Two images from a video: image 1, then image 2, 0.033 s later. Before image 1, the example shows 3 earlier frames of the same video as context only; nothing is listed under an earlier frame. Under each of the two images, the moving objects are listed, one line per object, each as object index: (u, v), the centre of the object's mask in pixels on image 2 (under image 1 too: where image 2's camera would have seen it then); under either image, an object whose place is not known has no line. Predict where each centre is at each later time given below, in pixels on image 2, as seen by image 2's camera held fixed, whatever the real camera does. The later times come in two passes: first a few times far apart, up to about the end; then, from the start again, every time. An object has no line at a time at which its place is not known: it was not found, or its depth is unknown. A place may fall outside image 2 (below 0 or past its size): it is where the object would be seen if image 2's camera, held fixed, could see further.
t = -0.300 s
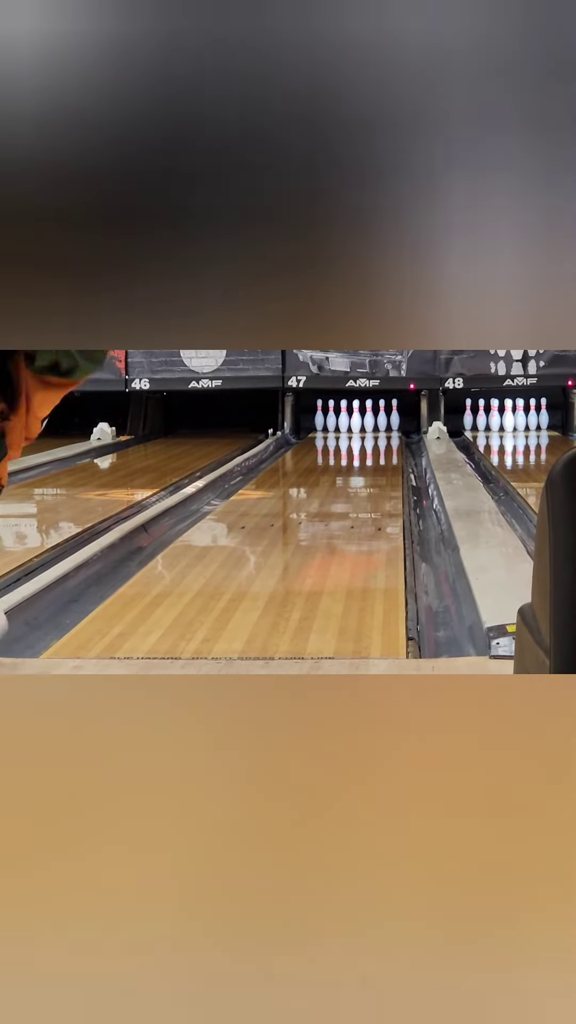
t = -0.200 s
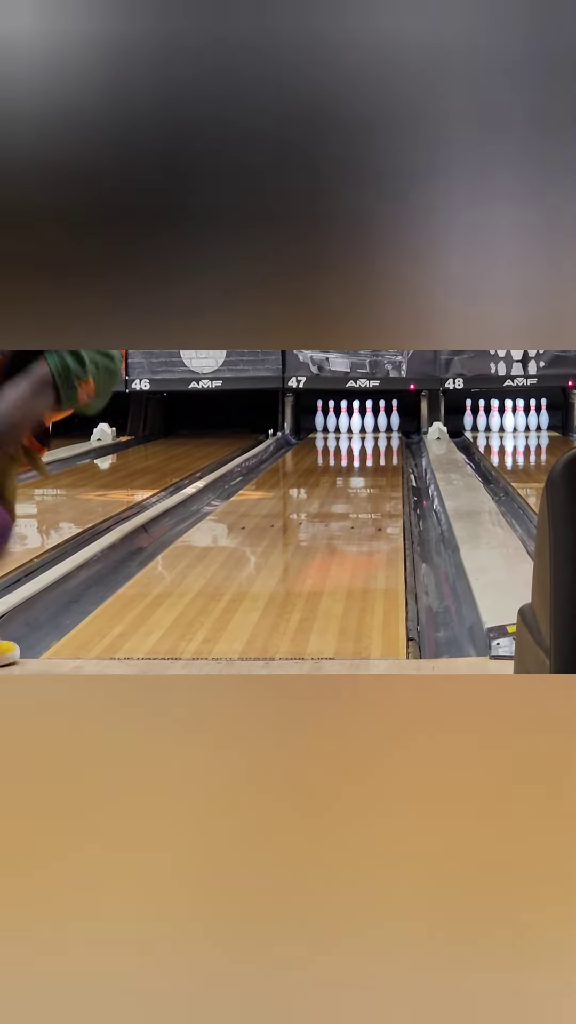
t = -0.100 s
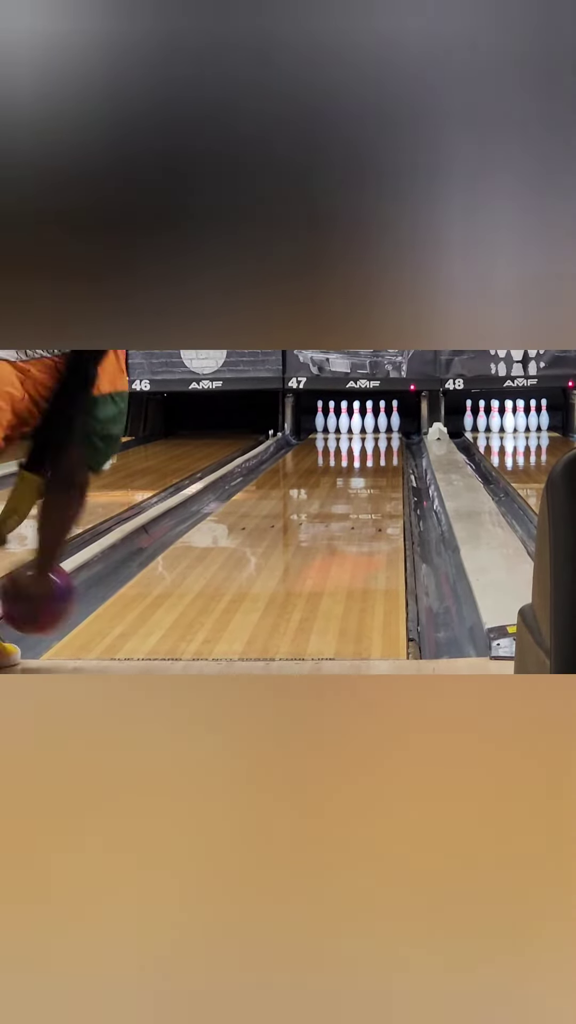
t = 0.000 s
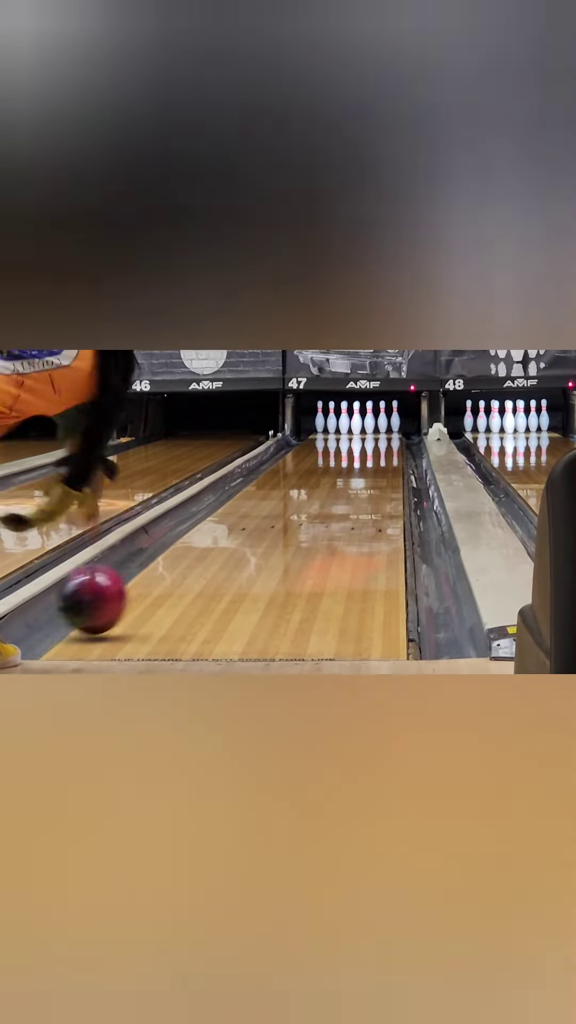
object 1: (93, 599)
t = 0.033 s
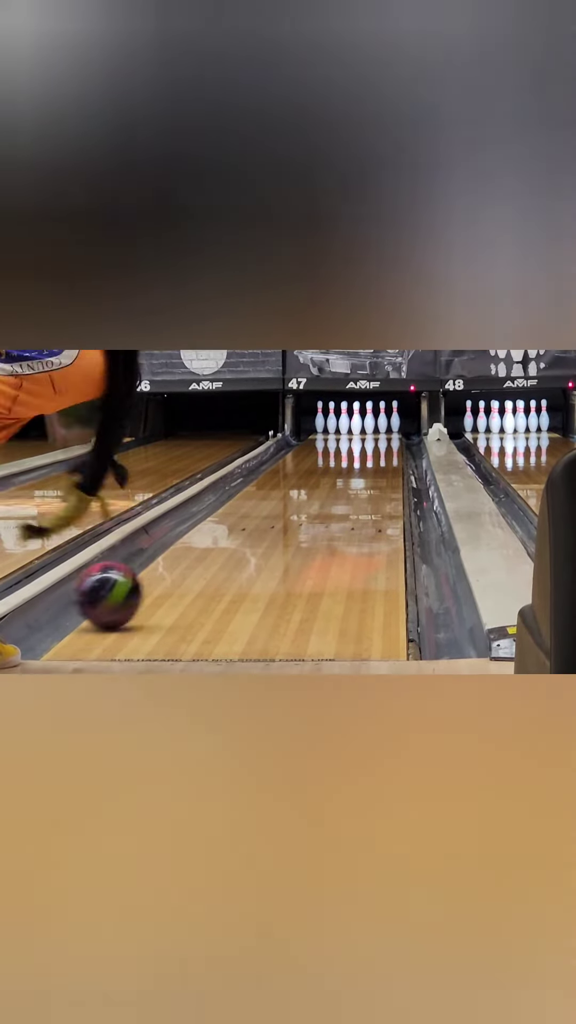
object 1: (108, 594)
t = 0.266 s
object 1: (196, 549)
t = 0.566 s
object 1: (266, 512)
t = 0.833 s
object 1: (308, 491)
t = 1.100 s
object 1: (337, 473)
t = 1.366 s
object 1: (360, 461)
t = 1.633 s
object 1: (375, 451)
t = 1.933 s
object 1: (388, 442)
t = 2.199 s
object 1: (390, 435)
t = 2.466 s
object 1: (382, 431)
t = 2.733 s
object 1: (368, 427)
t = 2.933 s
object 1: (364, 424)
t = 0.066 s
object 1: (123, 587)
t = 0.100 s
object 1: (138, 580)
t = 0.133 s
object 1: (152, 573)
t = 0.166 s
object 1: (164, 567)
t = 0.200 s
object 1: (175, 560)
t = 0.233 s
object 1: (186, 555)
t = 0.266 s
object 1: (196, 549)
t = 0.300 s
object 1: (205, 544)
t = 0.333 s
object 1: (215, 539)
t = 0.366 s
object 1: (223, 534)
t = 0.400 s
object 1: (231, 530)
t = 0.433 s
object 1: (239, 525)
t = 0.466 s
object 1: (246, 522)
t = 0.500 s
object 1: (253, 518)
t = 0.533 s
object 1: (260, 515)
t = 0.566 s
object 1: (266, 512)
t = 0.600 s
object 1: (272, 508)
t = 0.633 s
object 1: (278, 505)
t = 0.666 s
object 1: (283, 503)
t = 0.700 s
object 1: (289, 501)
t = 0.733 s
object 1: (294, 498)
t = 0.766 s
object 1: (299, 496)
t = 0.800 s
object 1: (303, 494)
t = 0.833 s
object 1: (308, 491)
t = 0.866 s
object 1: (312, 489)
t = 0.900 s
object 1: (316, 486)
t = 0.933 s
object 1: (320, 484)
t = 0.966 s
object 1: (324, 482)
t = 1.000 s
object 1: (327, 480)
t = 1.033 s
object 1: (331, 478)
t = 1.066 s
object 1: (334, 476)
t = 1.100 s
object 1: (337, 473)
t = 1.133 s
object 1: (340, 472)
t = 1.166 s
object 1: (344, 470)
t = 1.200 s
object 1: (347, 468)
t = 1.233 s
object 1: (349, 467)
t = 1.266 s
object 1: (351, 465)
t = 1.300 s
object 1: (355, 464)
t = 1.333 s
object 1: (357, 463)
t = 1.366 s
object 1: (360, 461)
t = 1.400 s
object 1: (362, 460)
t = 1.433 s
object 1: (365, 458)
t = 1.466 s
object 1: (366, 457)
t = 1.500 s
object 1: (368, 456)
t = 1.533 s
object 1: (371, 454)
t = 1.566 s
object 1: (372, 453)
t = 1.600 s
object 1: (374, 452)
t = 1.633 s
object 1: (375, 451)
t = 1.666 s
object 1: (377, 450)
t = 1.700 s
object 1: (379, 449)
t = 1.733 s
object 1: (380, 448)
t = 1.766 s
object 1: (382, 447)
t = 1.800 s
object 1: (384, 446)
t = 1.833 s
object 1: (385, 445)
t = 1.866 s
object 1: (386, 444)
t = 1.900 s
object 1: (387, 443)
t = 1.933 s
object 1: (388, 442)
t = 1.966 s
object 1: (389, 441)
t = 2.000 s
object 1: (389, 441)
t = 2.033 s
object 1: (389, 439)
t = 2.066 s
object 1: (390, 439)
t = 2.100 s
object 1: (390, 438)
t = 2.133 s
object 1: (390, 437)
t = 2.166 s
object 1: (390, 436)
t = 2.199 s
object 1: (390, 435)
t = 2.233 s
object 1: (389, 435)
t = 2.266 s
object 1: (389, 434)
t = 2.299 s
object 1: (388, 433)
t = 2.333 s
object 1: (387, 433)
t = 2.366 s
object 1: (386, 432)
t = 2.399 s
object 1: (385, 432)
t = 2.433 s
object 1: (383, 431)
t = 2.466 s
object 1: (382, 431)
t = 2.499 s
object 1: (381, 430)
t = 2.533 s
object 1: (379, 430)
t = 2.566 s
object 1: (378, 429)
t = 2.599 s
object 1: (375, 429)
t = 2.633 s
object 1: (374, 428)
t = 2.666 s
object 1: (372, 428)
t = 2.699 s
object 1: (370, 428)
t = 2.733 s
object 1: (368, 427)
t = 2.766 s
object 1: (367, 426)
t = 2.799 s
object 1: (365, 426)
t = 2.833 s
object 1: (363, 425)
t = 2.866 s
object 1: (364, 425)
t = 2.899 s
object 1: (364, 425)
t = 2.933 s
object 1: (364, 424)
